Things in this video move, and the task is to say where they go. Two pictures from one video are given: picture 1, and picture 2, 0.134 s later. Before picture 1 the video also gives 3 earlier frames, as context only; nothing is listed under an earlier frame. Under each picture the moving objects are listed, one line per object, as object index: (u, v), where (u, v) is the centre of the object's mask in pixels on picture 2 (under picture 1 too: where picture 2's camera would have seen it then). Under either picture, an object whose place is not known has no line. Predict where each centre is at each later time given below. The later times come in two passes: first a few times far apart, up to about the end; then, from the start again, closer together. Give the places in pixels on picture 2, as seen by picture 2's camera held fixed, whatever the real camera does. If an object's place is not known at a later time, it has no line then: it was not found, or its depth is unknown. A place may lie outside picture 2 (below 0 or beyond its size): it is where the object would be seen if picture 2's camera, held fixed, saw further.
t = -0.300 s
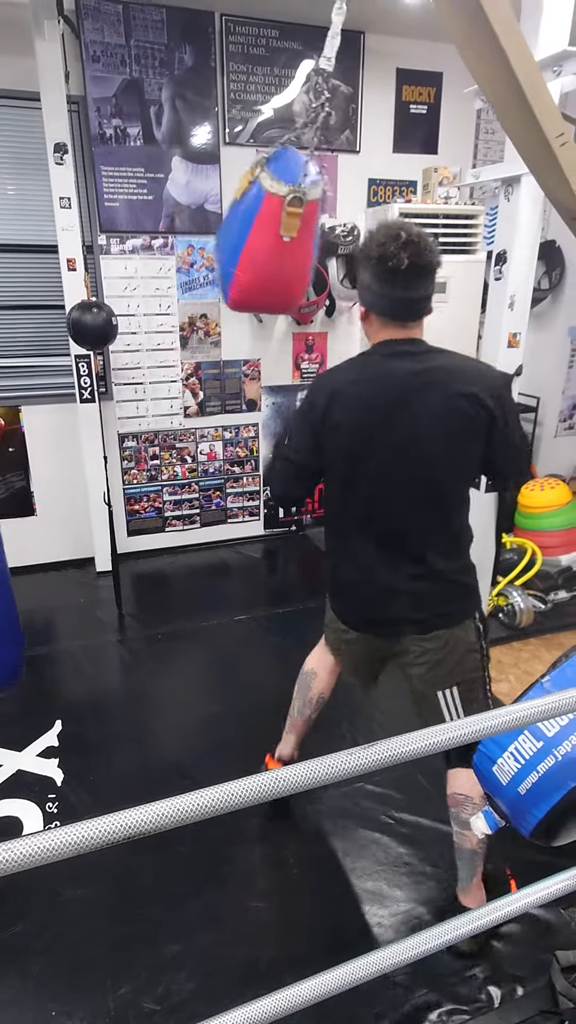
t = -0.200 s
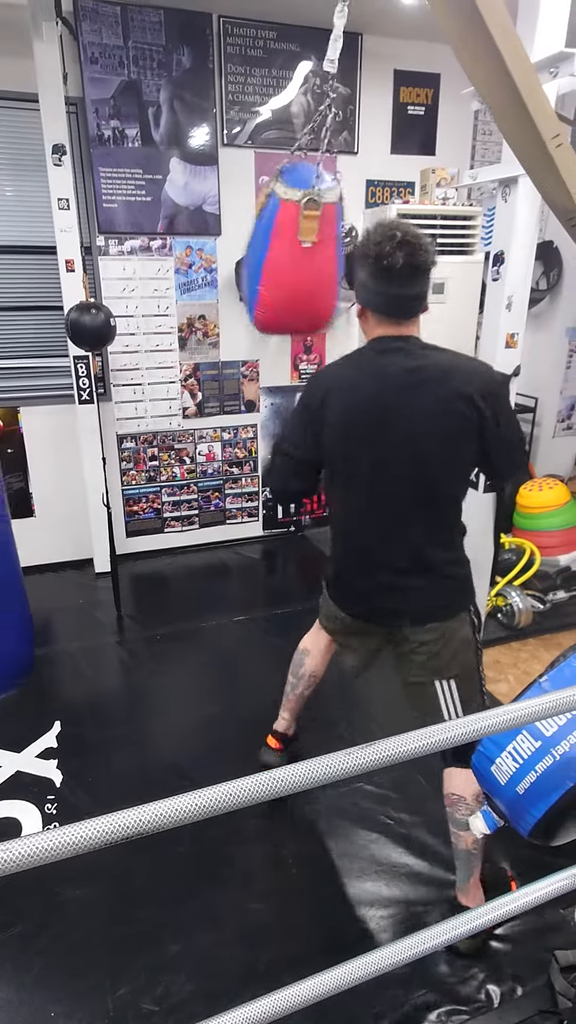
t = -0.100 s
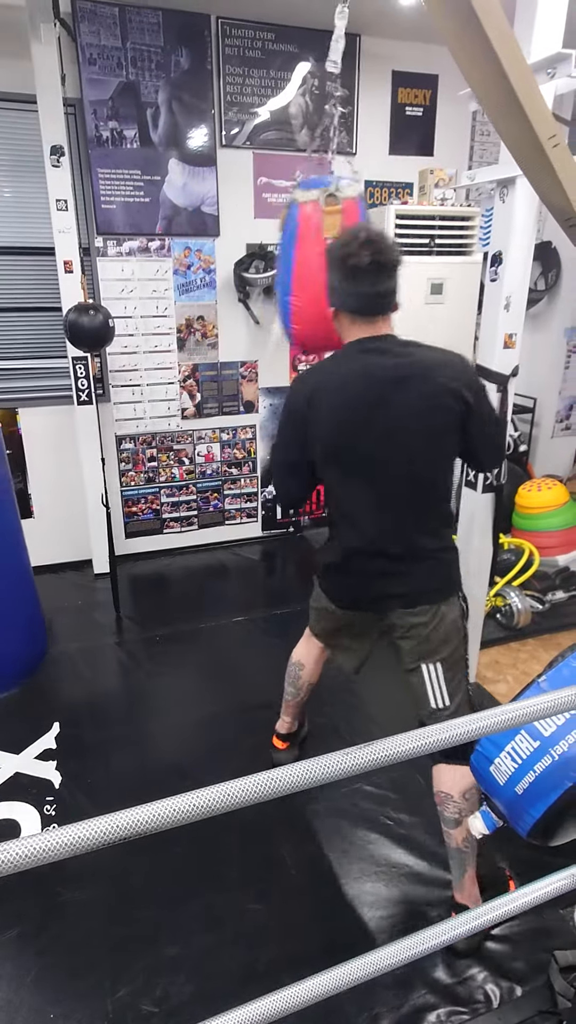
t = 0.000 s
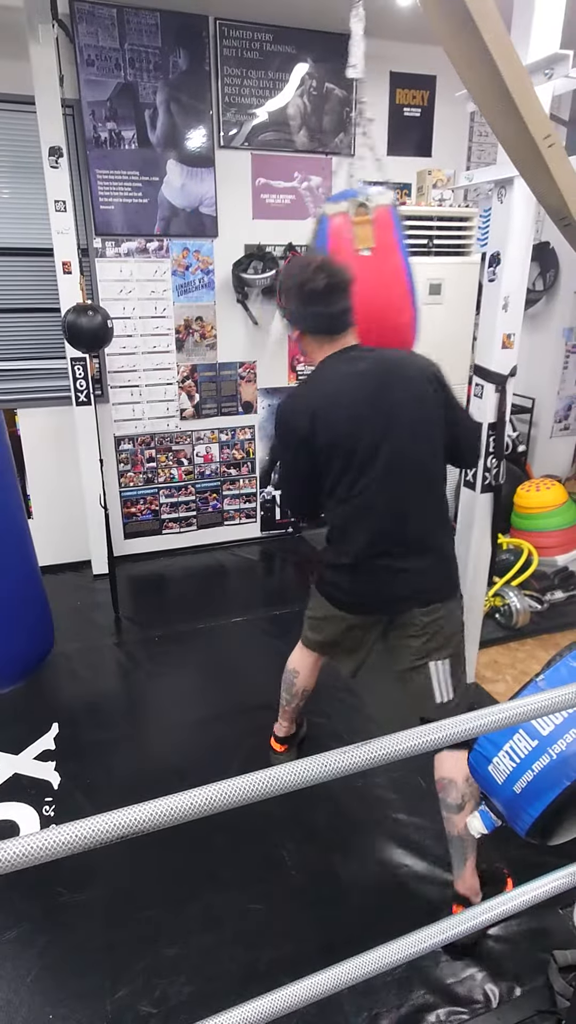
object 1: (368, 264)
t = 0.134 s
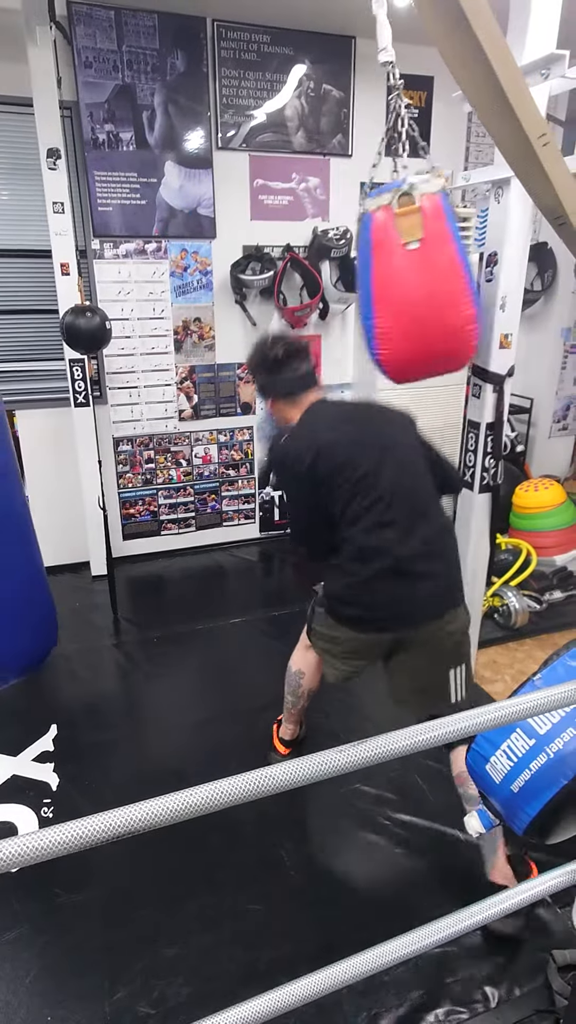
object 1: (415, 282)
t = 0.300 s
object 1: (484, 258)
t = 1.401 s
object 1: (259, 249)
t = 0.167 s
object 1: (430, 281)
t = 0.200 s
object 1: (444, 277)
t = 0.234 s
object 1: (458, 273)
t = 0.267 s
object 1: (472, 265)
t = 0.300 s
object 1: (484, 258)
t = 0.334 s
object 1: (489, 253)
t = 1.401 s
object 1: (259, 249)
